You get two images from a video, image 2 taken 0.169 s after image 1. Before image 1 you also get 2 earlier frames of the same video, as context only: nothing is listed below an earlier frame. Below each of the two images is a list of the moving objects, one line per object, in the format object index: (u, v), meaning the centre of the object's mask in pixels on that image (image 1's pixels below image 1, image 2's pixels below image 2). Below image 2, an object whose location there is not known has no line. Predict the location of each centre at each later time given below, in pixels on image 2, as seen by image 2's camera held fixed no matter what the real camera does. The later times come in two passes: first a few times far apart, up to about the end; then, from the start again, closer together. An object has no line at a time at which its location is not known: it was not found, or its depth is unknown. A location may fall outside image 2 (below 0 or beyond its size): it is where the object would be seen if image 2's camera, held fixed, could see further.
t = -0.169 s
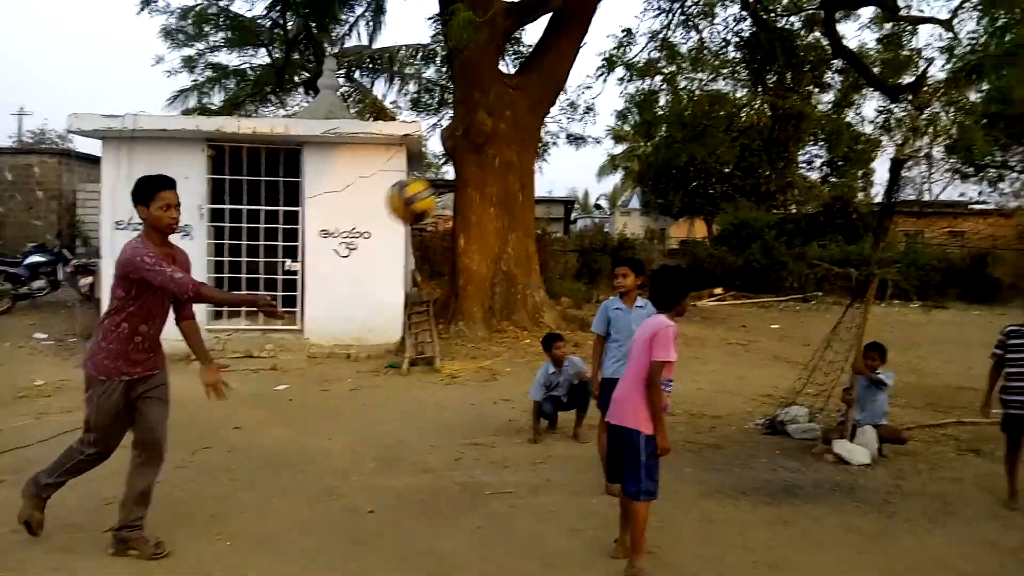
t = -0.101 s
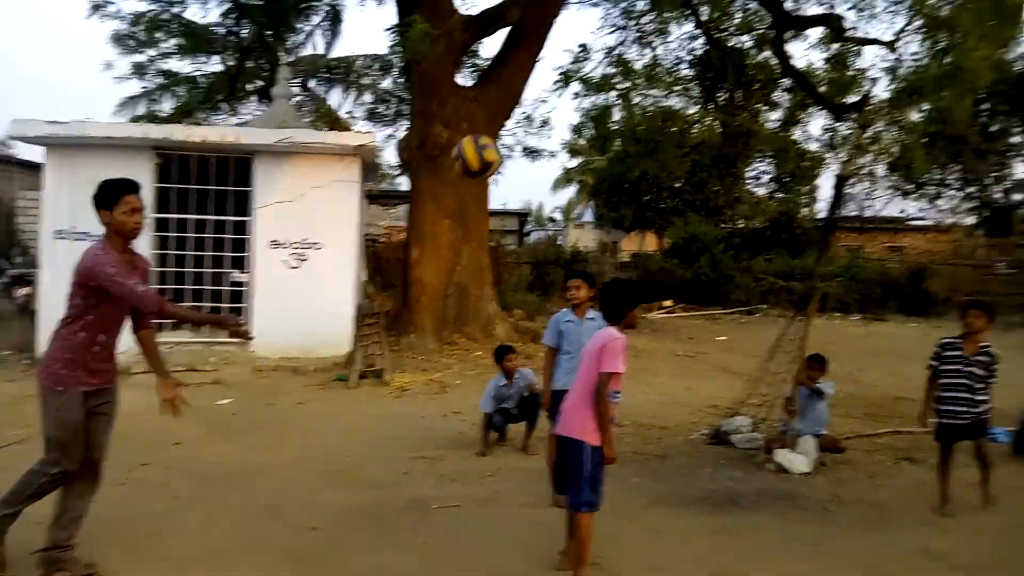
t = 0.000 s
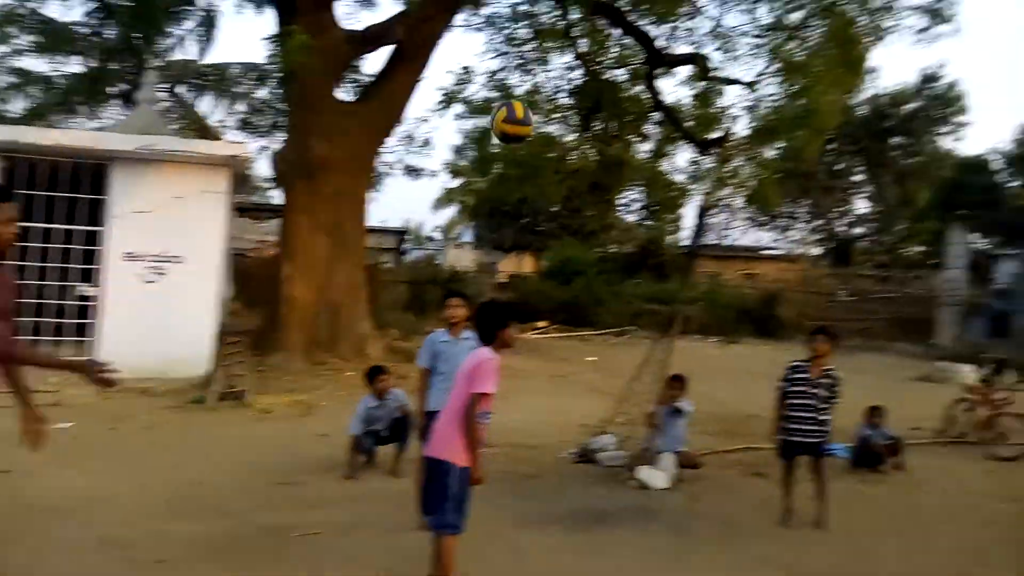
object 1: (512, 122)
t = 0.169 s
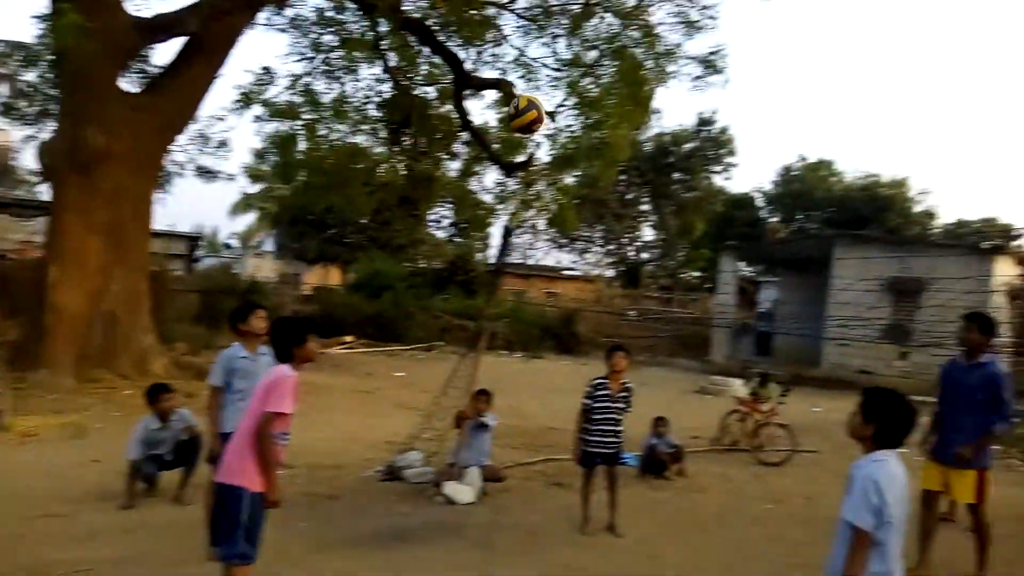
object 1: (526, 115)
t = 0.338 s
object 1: (666, 145)
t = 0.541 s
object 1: (781, 221)
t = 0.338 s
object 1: (666, 145)
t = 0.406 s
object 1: (709, 166)
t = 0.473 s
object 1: (748, 192)
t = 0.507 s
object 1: (766, 204)
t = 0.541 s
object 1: (781, 221)
